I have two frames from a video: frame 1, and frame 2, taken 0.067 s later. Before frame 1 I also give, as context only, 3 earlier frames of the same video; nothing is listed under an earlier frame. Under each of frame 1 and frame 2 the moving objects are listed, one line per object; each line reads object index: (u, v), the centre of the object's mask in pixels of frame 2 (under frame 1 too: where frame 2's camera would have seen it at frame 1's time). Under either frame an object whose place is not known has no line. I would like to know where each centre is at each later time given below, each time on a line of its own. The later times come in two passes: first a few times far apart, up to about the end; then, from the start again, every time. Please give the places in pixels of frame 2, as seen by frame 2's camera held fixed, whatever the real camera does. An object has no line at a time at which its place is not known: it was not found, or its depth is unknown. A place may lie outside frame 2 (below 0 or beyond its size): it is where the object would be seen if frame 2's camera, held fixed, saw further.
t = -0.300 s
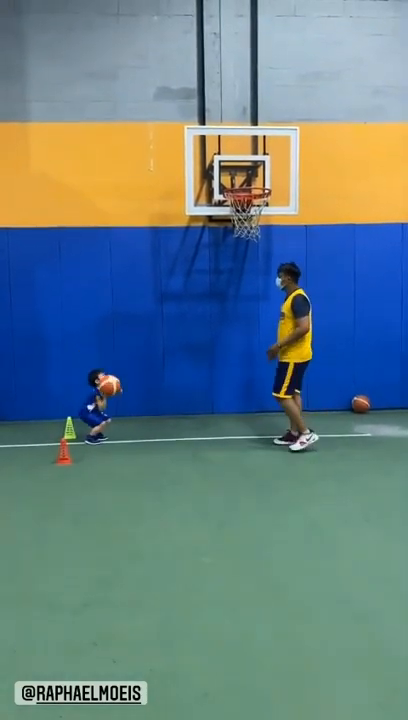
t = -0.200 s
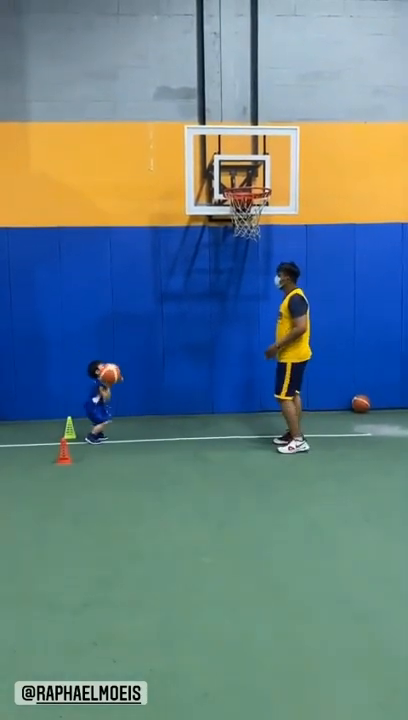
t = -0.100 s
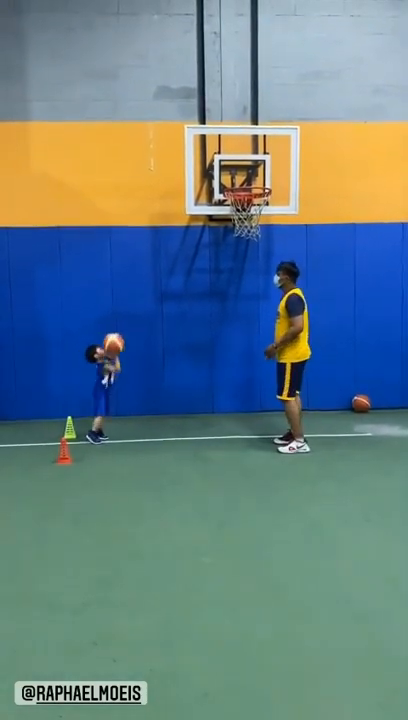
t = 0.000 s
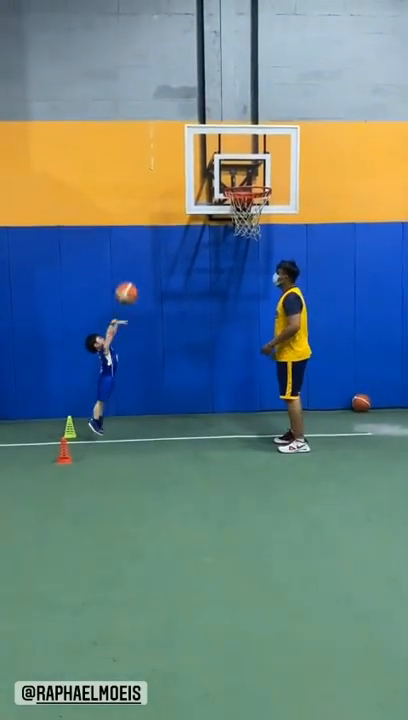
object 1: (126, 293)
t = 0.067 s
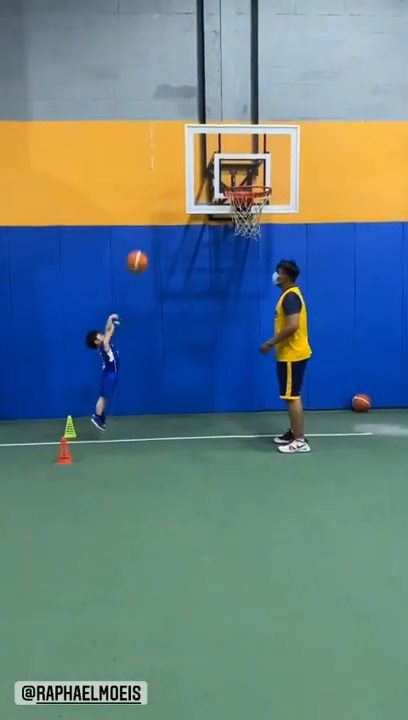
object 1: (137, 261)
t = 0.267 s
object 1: (168, 194)
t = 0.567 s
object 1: (217, 165)
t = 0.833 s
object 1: (258, 202)
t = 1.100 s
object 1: (261, 223)
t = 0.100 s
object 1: (142, 248)
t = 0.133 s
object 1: (147, 235)
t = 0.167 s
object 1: (152, 223)
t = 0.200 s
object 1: (157, 213)
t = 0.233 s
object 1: (163, 204)
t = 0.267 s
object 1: (168, 194)
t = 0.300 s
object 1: (173, 187)
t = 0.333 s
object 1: (178, 181)
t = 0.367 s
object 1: (183, 175)
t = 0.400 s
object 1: (188, 171)
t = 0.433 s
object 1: (194, 168)
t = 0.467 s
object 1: (199, 166)
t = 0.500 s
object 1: (205, 165)
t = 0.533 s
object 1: (212, 165)
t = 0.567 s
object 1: (217, 165)
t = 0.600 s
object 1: (221, 169)
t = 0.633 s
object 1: (227, 173)
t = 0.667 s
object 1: (232, 177)
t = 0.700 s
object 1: (237, 179)
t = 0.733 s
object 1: (244, 181)
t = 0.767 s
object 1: (248, 187)
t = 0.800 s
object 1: (256, 196)
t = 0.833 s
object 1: (258, 202)
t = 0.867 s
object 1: (261, 205)
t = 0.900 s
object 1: (263, 207)
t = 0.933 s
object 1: (264, 210)
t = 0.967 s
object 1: (265, 212)
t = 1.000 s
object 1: (267, 214)
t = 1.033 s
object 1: (266, 216)
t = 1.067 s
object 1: (264, 219)
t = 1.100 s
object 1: (261, 223)
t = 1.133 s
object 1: (258, 227)
